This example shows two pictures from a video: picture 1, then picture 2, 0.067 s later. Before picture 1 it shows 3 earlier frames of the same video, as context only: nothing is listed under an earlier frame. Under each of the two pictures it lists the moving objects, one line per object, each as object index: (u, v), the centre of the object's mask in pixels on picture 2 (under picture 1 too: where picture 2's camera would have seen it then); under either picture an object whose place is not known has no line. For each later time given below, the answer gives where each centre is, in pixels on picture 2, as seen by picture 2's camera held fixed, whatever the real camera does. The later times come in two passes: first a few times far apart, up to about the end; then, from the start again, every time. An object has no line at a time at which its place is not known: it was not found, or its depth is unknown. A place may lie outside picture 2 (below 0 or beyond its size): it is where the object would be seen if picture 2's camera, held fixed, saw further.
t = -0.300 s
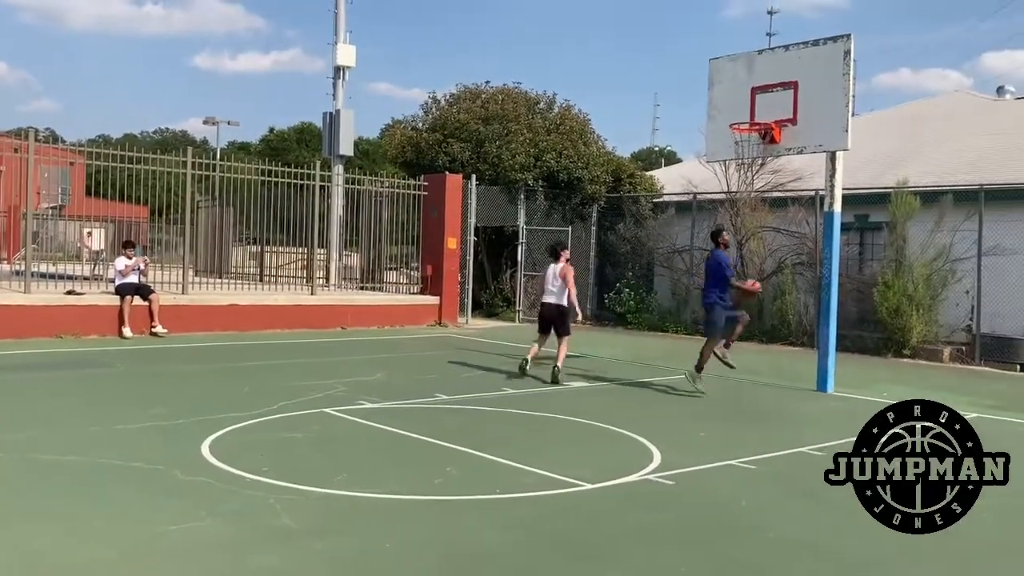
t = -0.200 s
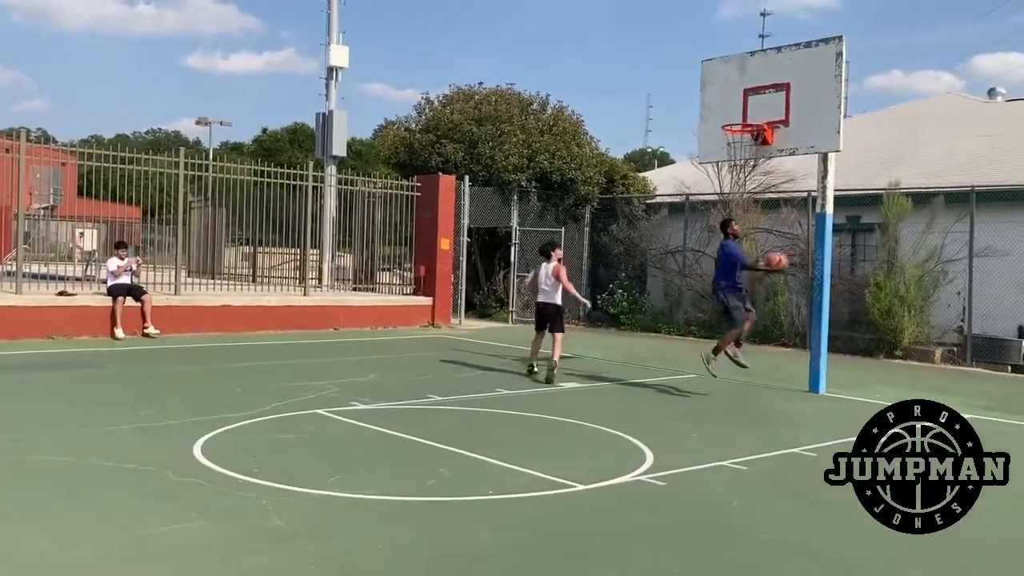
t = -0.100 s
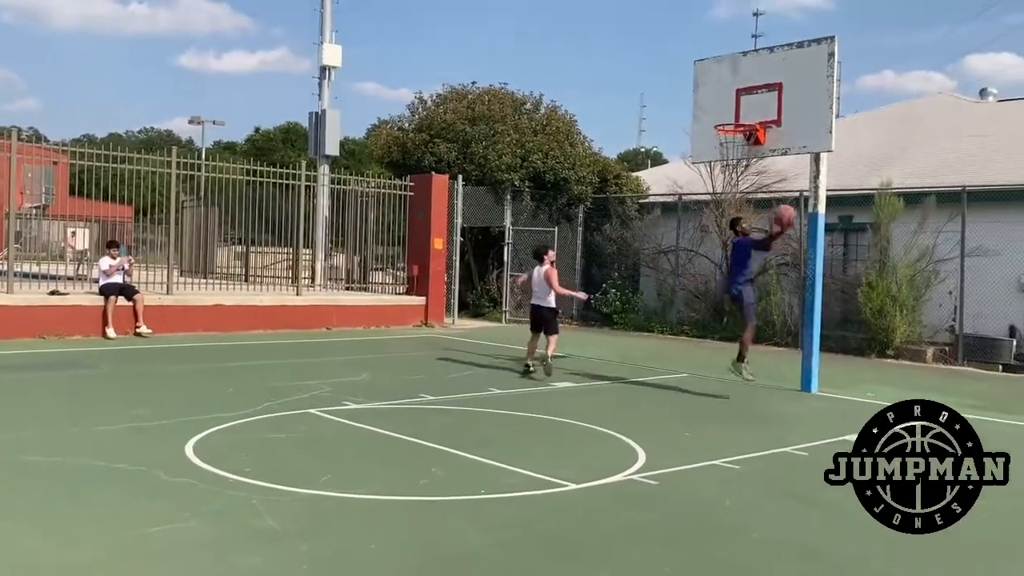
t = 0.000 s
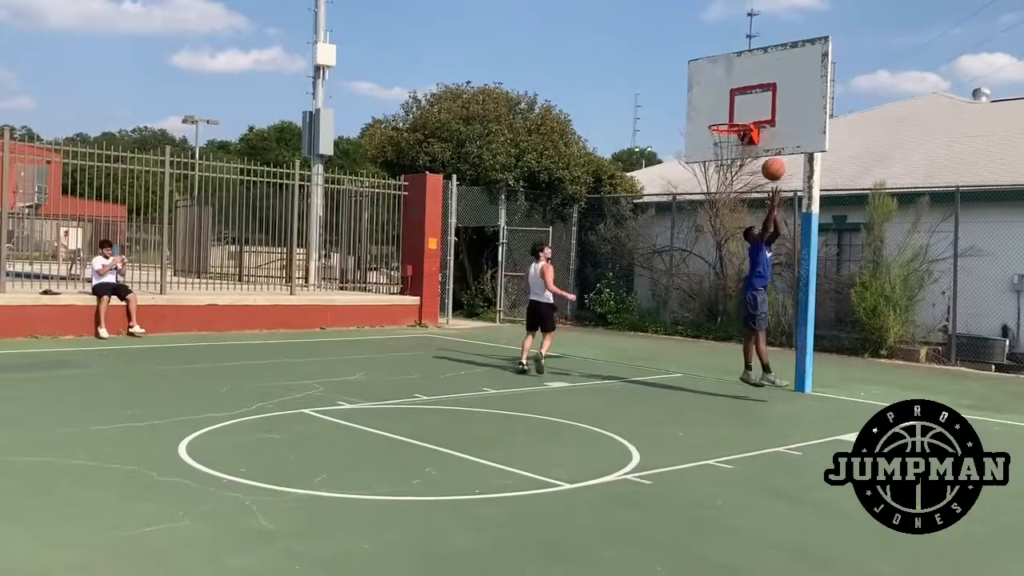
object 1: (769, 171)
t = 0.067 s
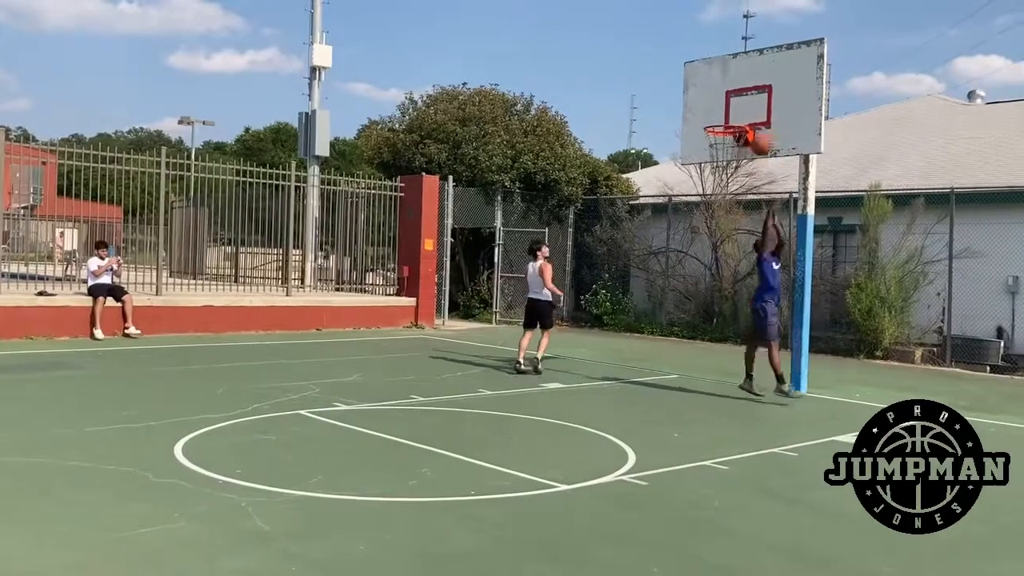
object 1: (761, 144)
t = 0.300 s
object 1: (756, 93)
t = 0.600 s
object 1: (755, 104)
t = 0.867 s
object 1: (751, 183)
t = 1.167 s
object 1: (745, 349)
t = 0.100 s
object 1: (758, 132)
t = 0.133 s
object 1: (756, 122)
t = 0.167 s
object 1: (755, 115)
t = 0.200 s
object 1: (755, 108)
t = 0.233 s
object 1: (755, 102)
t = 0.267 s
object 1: (756, 97)
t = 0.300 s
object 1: (756, 93)
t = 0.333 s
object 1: (756, 90)
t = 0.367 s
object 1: (756, 89)
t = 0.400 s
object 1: (756, 88)
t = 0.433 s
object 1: (756, 88)
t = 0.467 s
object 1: (756, 89)
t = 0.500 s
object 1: (756, 90)
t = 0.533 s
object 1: (755, 95)
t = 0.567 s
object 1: (755, 99)
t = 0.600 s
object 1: (755, 104)
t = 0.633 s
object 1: (754, 111)
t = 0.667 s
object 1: (753, 117)
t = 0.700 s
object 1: (754, 126)
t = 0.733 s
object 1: (752, 135)
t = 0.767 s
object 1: (754, 146)
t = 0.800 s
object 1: (752, 158)
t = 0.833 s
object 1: (751, 169)
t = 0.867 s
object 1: (751, 183)
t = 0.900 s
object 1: (751, 195)
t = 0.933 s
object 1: (751, 212)
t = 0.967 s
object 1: (750, 229)
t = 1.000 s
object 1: (749, 246)
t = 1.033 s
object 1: (748, 265)
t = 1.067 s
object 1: (749, 283)
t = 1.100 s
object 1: (748, 303)
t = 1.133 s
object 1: (746, 327)
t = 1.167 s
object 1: (745, 349)
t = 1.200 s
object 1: (744, 373)
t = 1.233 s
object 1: (744, 398)
